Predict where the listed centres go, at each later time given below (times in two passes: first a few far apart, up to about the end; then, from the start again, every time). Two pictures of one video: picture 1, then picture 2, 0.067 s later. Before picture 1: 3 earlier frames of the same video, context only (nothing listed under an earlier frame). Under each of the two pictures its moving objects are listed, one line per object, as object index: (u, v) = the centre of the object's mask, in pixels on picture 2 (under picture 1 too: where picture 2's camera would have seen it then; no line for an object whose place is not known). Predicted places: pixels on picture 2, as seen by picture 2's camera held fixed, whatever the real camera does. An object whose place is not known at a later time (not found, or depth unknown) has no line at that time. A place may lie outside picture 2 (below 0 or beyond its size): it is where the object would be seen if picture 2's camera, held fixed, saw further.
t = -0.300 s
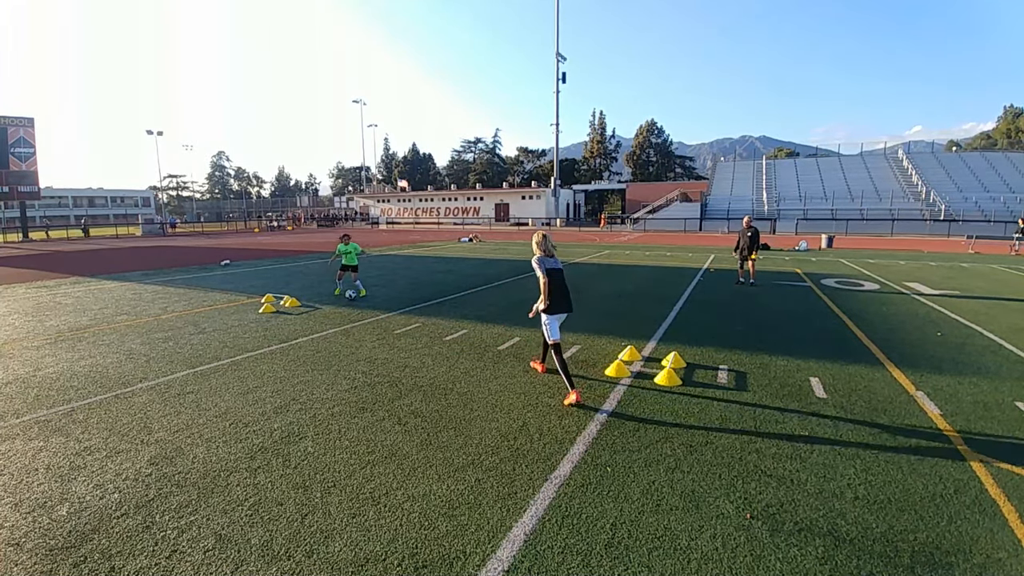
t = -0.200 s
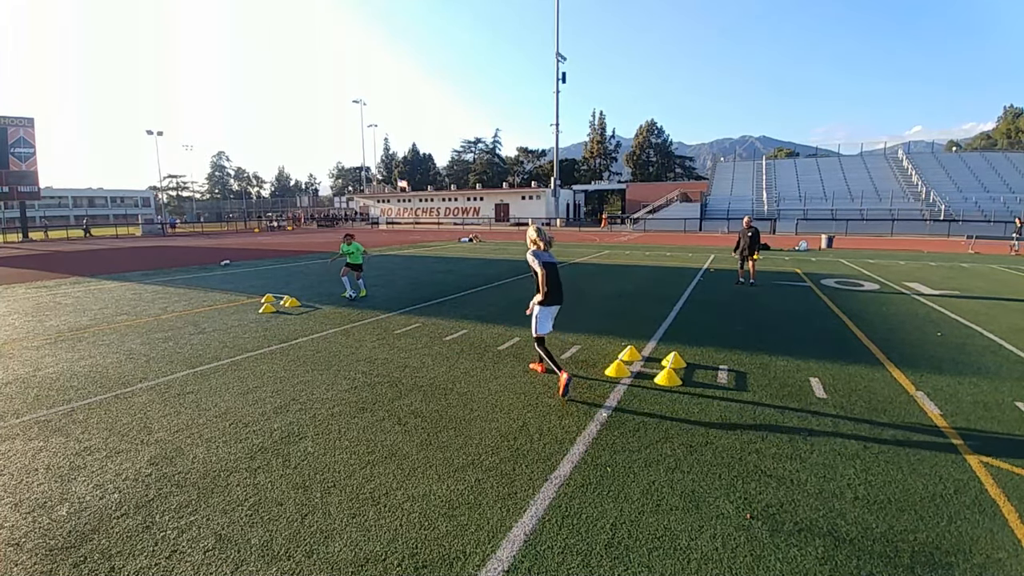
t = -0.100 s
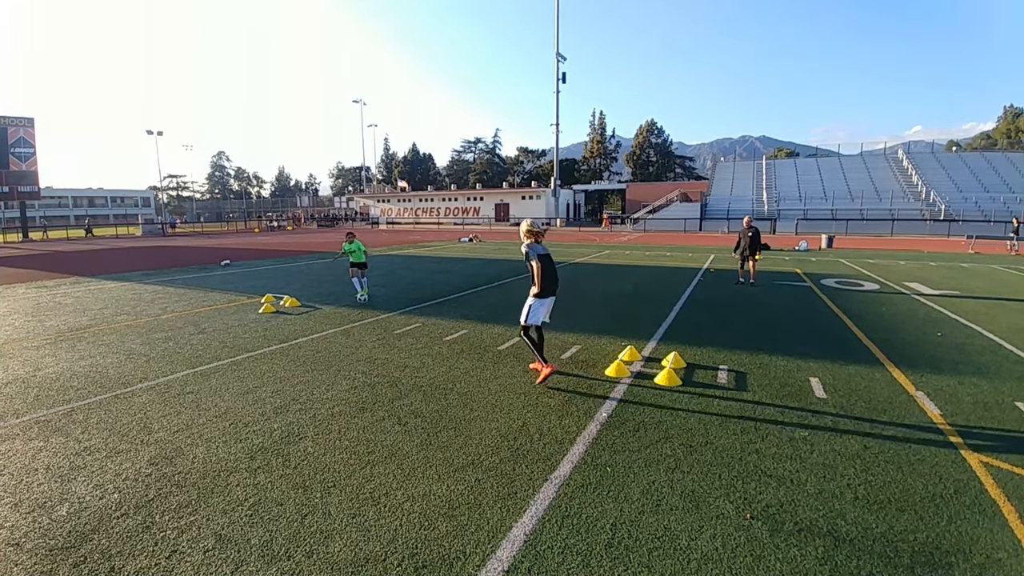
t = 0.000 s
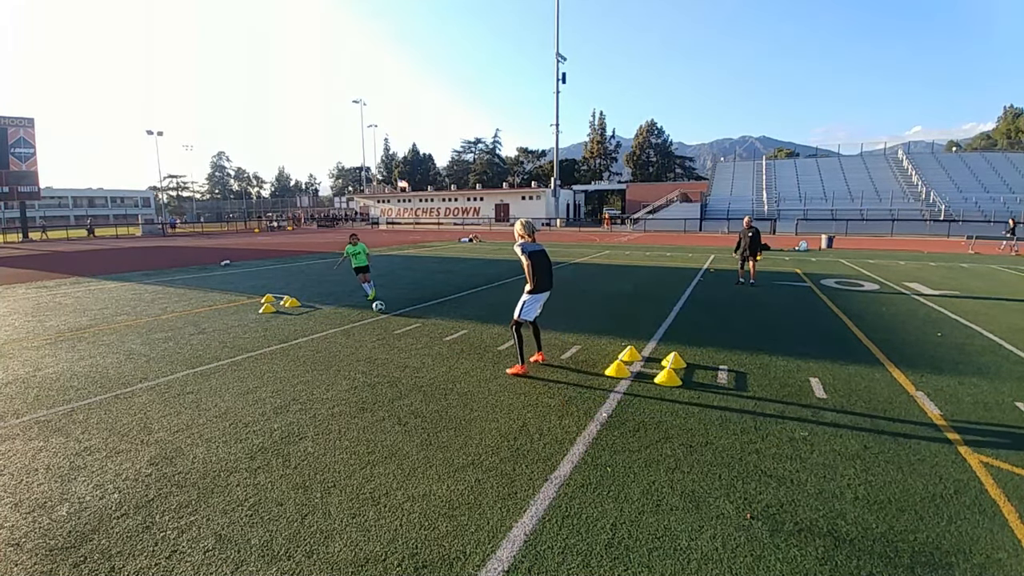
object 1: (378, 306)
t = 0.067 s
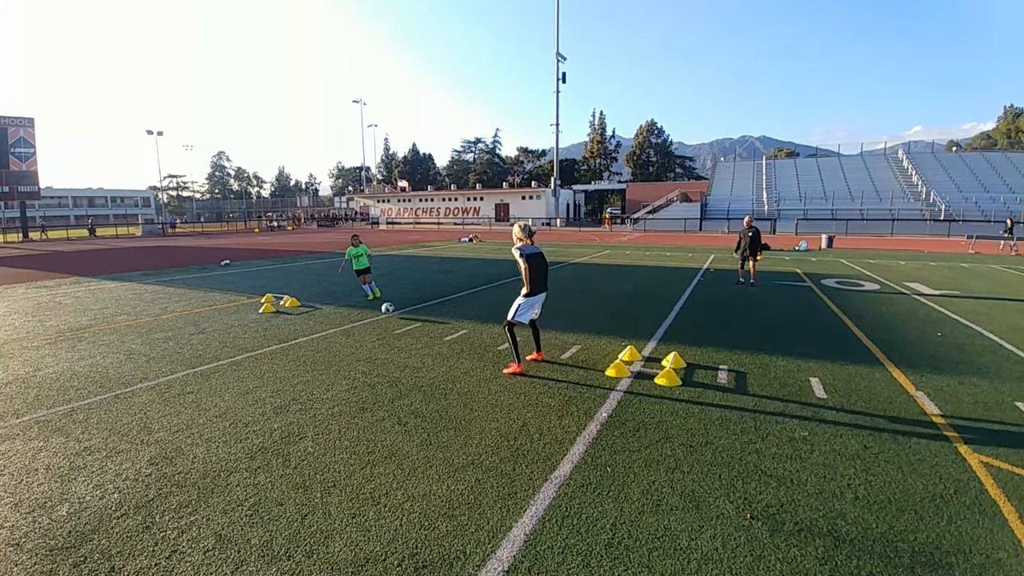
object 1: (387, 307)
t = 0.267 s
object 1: (418, 321)
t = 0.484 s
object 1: (458, 338)
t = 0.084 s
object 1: (390, 309)
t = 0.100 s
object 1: (392, 310)
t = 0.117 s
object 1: (395, 311)
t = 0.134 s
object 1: (397, 313)
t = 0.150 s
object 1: (399, 314)
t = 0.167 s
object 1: (403, 315)
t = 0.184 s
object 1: (407, 318)
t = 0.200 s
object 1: (408, 319)
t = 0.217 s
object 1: (411, 319)
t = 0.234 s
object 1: (413, 320)
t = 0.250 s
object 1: (416, 320)
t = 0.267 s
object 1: (418, 321)
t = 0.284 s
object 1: (421, 322)
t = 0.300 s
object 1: (423, 323)
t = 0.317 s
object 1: (427, 325)
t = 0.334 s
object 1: (430, 326)
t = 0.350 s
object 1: (433, 329)
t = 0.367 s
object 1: (436, 330)
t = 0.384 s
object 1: (439, 330)
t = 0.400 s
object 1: (442, 331)
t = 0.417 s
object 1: (445, 332)
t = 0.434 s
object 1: (447, 333)
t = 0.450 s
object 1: (451, 335)
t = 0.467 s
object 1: (454, 336)
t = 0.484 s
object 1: (458, 338)
